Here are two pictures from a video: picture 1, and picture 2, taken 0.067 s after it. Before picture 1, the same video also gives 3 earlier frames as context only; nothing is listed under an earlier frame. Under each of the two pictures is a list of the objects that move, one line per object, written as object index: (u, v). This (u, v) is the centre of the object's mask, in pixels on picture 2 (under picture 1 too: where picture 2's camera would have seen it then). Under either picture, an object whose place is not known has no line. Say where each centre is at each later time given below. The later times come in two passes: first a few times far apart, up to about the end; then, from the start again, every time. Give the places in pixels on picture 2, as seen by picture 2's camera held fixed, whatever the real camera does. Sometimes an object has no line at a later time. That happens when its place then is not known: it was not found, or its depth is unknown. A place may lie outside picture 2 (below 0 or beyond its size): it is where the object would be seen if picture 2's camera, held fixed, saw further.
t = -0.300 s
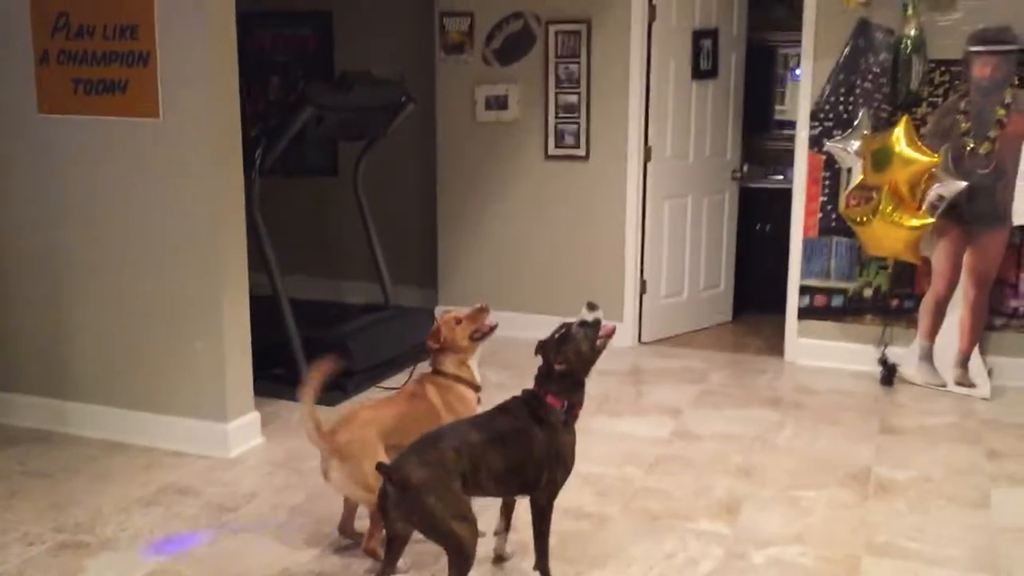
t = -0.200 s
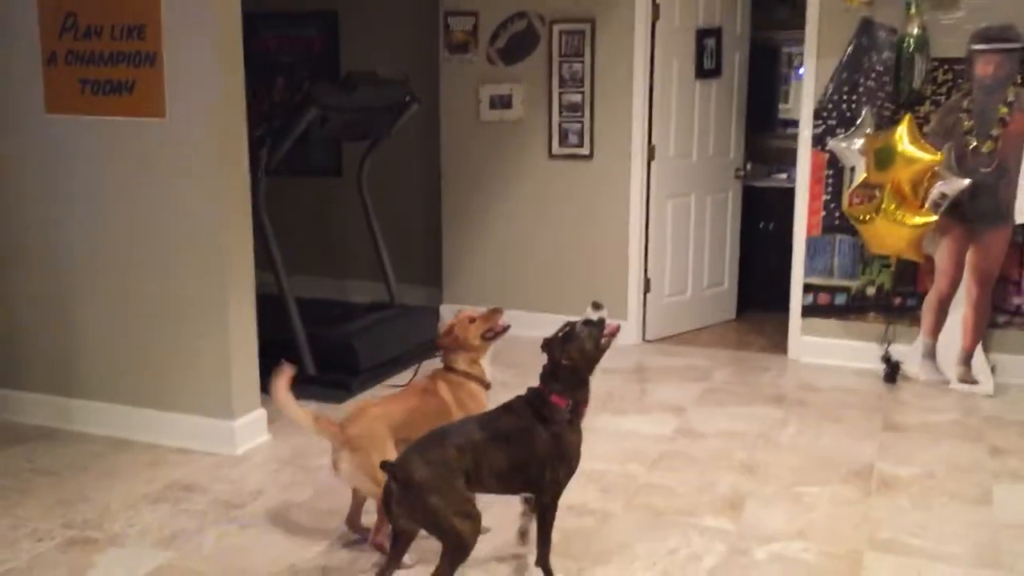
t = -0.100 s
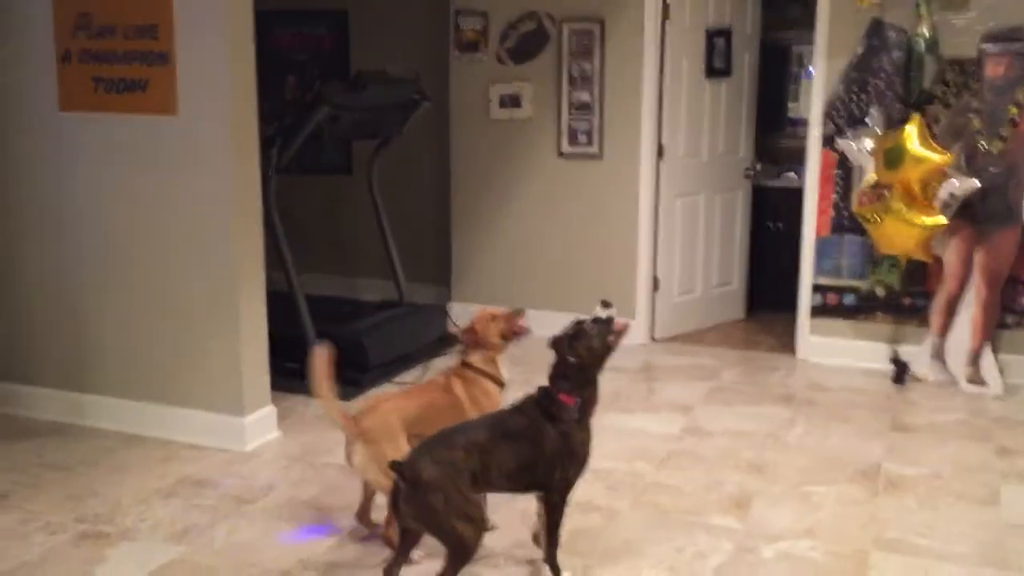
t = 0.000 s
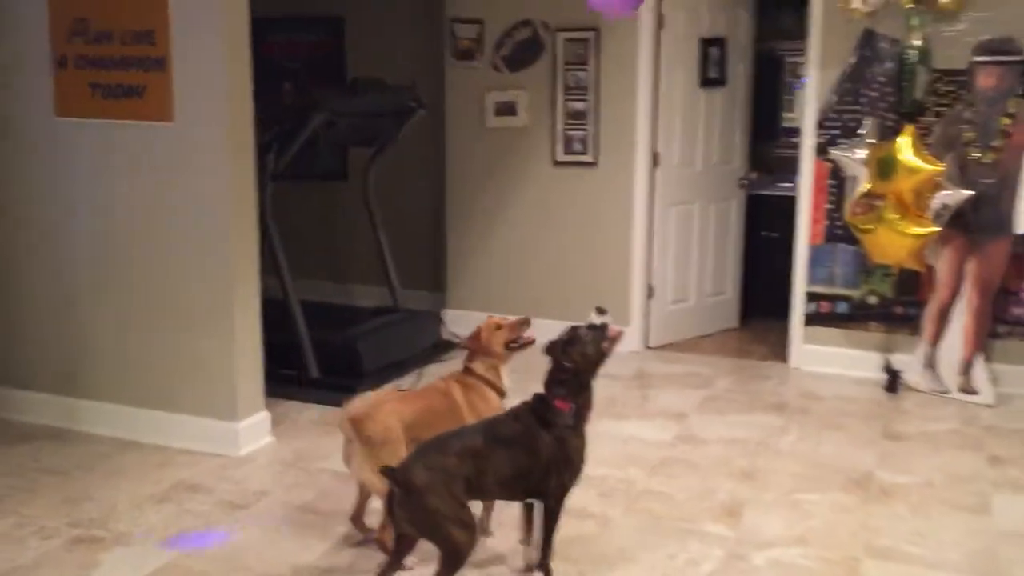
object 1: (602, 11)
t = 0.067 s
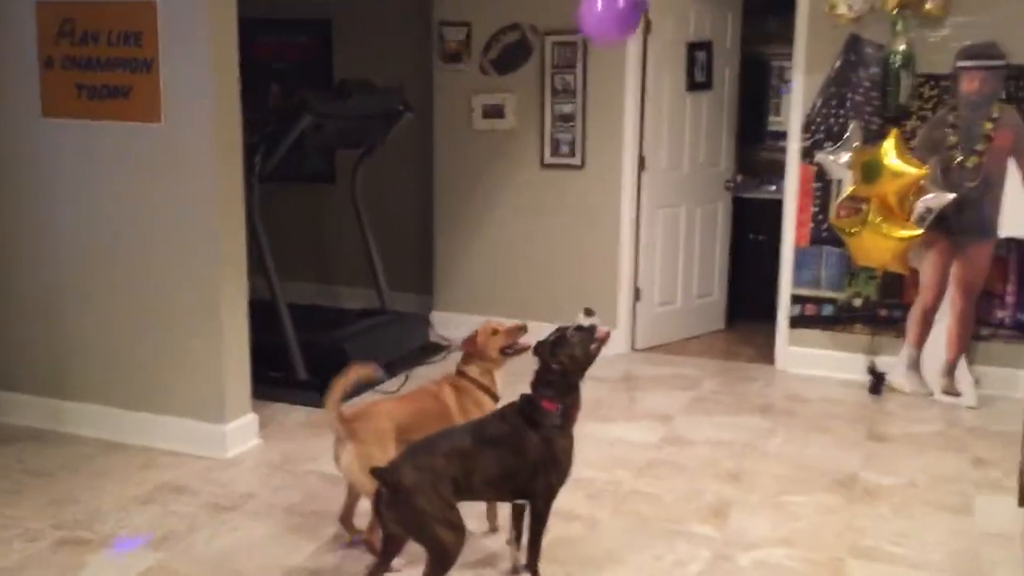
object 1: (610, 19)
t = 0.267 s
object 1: (629, 83)
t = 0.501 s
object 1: (658, 163)
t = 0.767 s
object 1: (694, 253)
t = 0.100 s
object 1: (614, 24)
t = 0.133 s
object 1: (616, 33)
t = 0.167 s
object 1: (619, 46)
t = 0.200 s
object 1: (622, 59)
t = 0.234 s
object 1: (627, 72)
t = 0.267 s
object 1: (629, 83)
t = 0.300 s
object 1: (632, 94)
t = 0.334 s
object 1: (636, 106)
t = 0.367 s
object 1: (640, 117)
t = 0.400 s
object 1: (644, 129)
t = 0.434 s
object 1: (649, 140)
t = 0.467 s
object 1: (653, 152)
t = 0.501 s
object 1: (658, 163)
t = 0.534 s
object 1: (664, 174)
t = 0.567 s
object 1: (668, 185)
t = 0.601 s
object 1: (673, 195)
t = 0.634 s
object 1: (678, 207)
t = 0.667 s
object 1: (682, 218)
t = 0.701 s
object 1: (686, 229)
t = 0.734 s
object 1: (691, 241)
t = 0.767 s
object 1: (694, 253)
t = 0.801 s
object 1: (697, 265)
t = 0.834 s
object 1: (700, 277)
